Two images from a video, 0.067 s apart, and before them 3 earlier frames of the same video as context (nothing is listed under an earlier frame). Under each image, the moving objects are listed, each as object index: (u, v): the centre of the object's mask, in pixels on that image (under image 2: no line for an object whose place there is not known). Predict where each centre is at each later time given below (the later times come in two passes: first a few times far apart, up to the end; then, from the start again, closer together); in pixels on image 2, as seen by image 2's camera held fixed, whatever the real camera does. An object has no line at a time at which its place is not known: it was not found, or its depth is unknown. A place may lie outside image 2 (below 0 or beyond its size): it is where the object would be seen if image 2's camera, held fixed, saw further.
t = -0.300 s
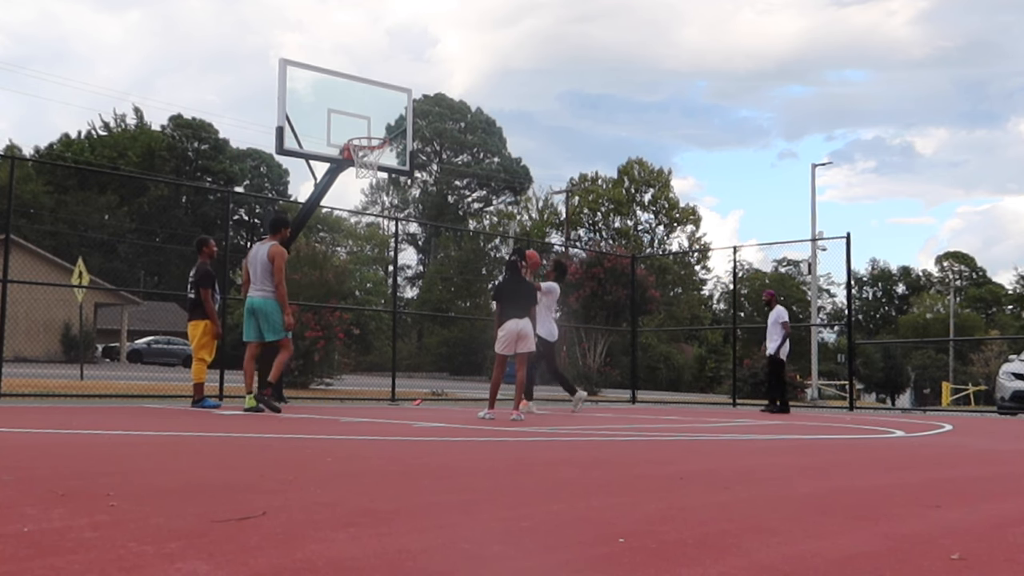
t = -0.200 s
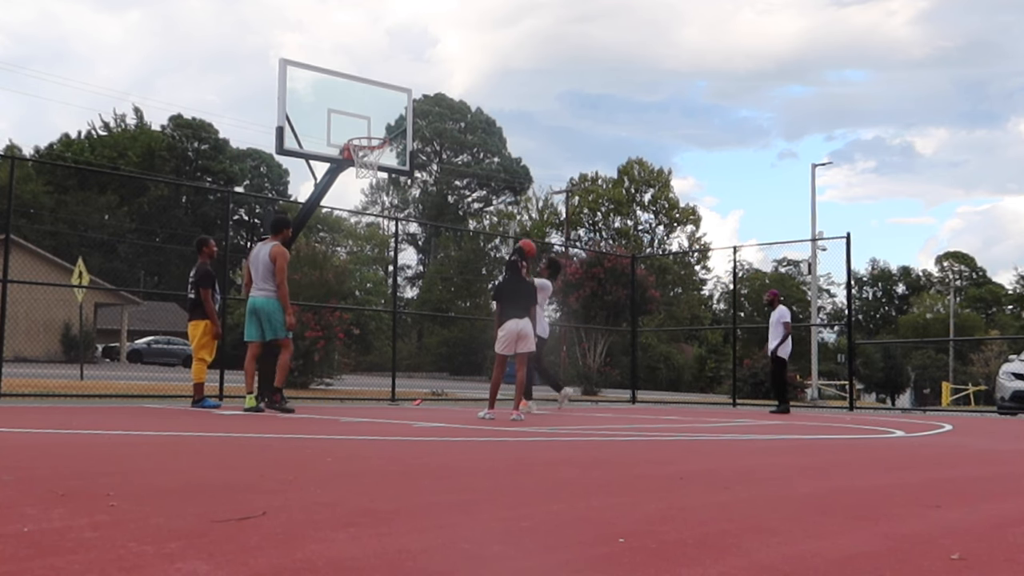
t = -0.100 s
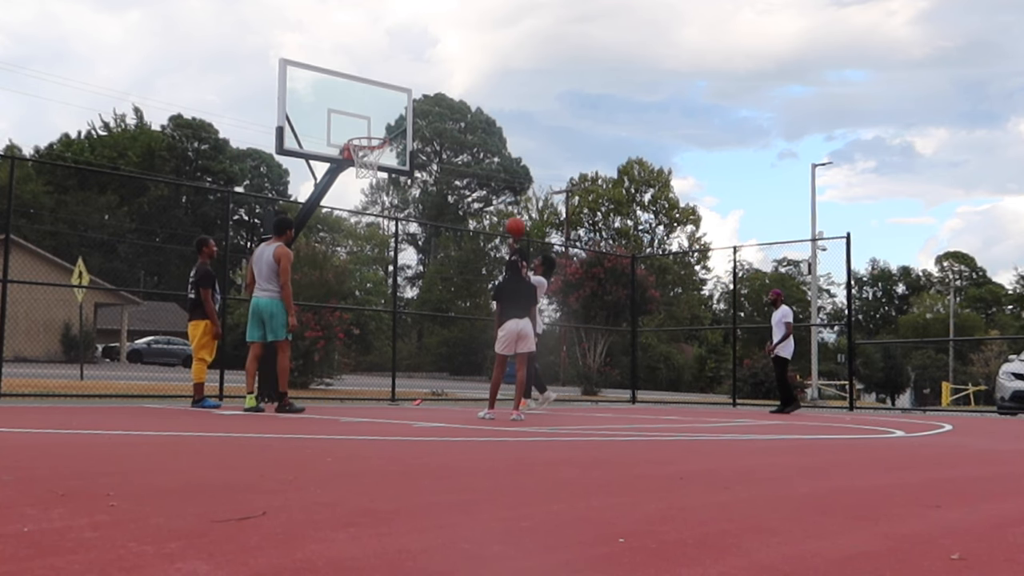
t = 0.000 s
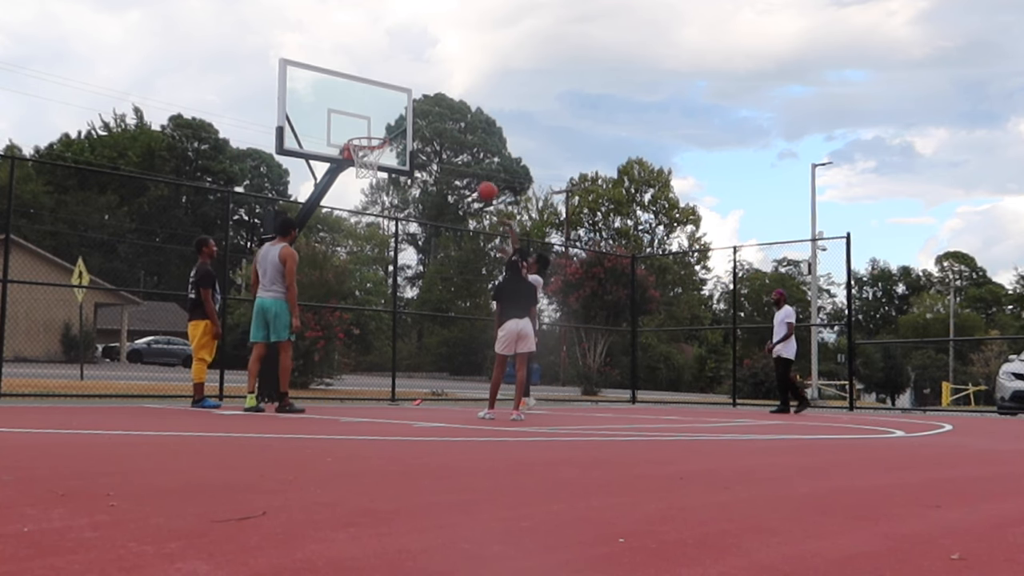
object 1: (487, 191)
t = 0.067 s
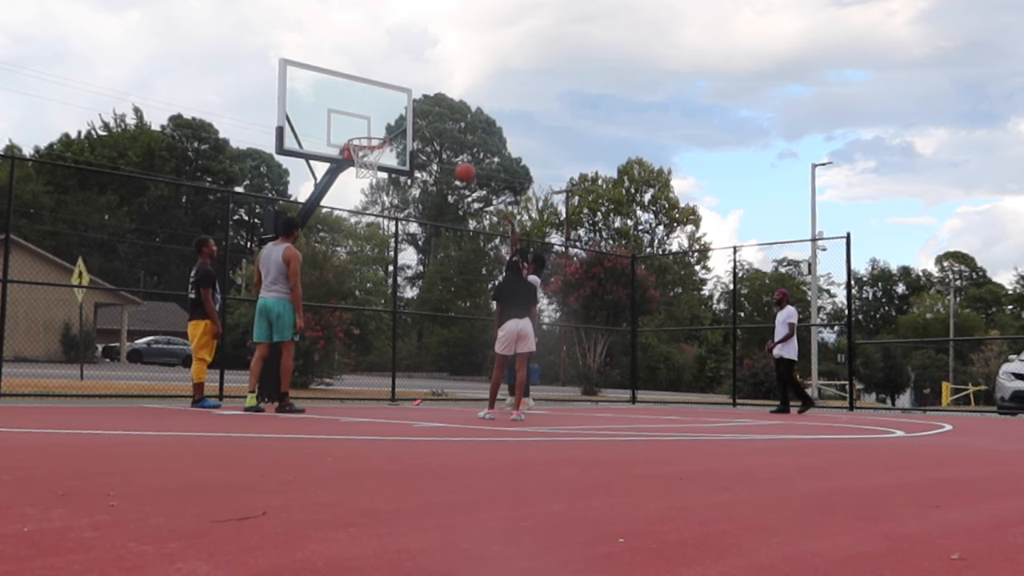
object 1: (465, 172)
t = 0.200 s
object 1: (421, 145)
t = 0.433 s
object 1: (389, 133)
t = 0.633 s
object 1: (392, 130)
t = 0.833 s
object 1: (396, 153)
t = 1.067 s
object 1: (398, 230)
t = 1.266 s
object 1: (398, 341)
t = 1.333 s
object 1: (397, 390)
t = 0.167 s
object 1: (432, 150)
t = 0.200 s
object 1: (421, 145)
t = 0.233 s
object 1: (410, 141)
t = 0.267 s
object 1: (398, 137)
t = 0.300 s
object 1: (391, 134)
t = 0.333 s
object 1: (390, 133)
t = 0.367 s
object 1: (390, 133)
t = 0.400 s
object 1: (389, 133)
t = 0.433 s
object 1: (389, 133)
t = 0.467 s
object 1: (389, 132)
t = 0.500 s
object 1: (390, 131)
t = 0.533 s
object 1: (390, 129)
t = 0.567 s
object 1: (391, 128)
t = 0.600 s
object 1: (392, 129)
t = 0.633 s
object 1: (392, 130)
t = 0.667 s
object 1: (393, 132)
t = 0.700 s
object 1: (394, 134)
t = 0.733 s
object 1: (395, 137)
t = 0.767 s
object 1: (395, 141)
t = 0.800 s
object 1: (395, 147)
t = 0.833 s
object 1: (396, 153)
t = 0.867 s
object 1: (396, 161)
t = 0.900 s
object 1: (397, 170)
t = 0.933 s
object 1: (397, 179)
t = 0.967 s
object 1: (397, 190)
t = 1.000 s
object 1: (398, 202)
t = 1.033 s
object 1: (398, 215)
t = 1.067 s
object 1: (398, 230)
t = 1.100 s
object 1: (397, 245)
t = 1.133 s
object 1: (397, 262)
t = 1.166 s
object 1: (398, 280)
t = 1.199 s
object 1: (397, 299)
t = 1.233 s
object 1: (398, 319)
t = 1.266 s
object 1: (398, 341)
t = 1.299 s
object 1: (397, 364)
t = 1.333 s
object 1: (397, 390)
